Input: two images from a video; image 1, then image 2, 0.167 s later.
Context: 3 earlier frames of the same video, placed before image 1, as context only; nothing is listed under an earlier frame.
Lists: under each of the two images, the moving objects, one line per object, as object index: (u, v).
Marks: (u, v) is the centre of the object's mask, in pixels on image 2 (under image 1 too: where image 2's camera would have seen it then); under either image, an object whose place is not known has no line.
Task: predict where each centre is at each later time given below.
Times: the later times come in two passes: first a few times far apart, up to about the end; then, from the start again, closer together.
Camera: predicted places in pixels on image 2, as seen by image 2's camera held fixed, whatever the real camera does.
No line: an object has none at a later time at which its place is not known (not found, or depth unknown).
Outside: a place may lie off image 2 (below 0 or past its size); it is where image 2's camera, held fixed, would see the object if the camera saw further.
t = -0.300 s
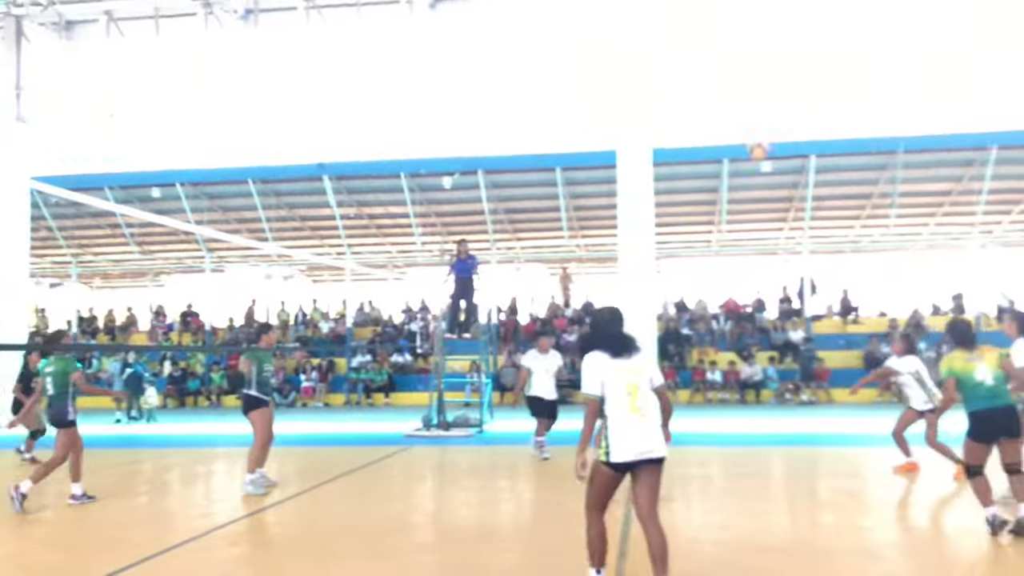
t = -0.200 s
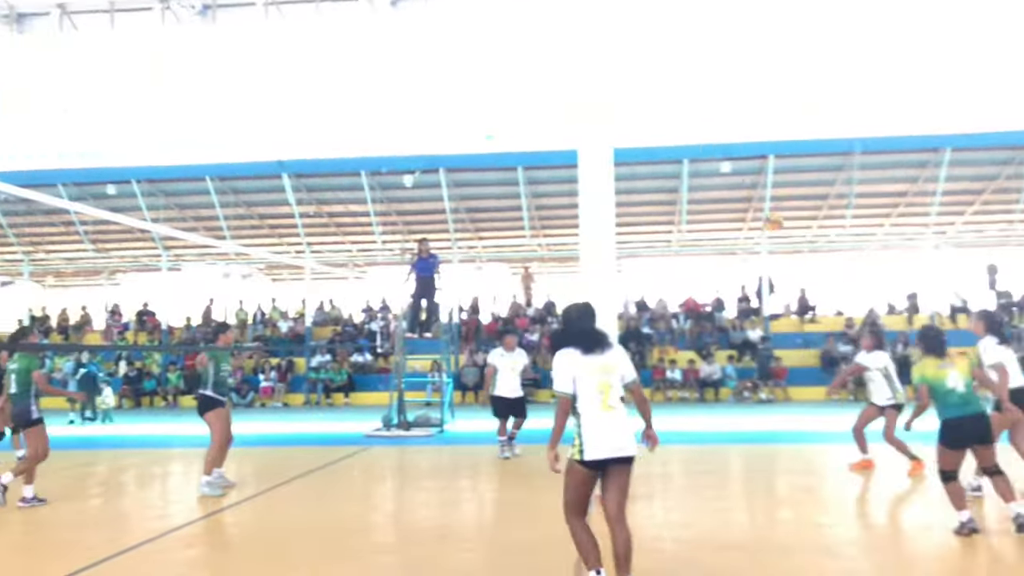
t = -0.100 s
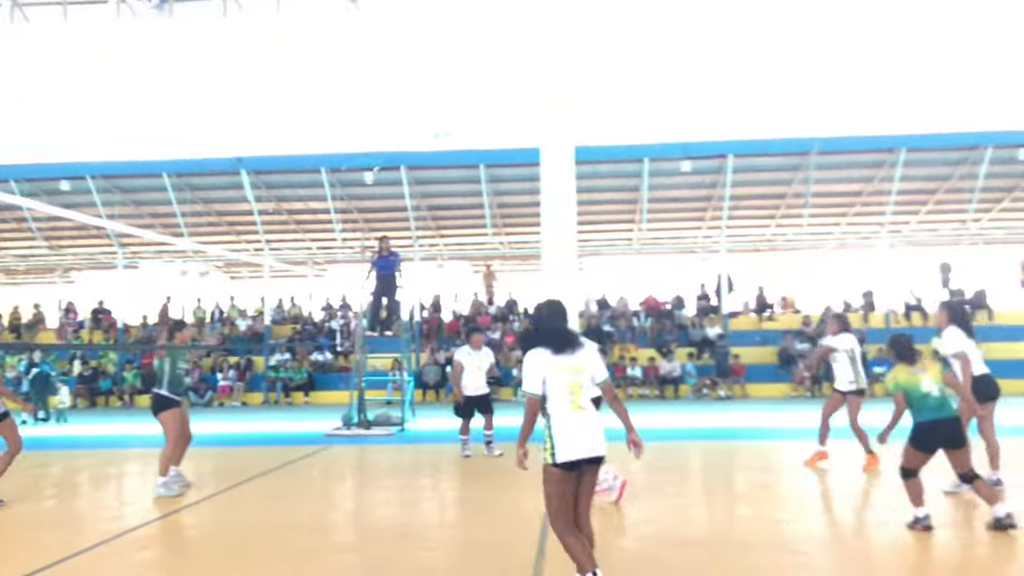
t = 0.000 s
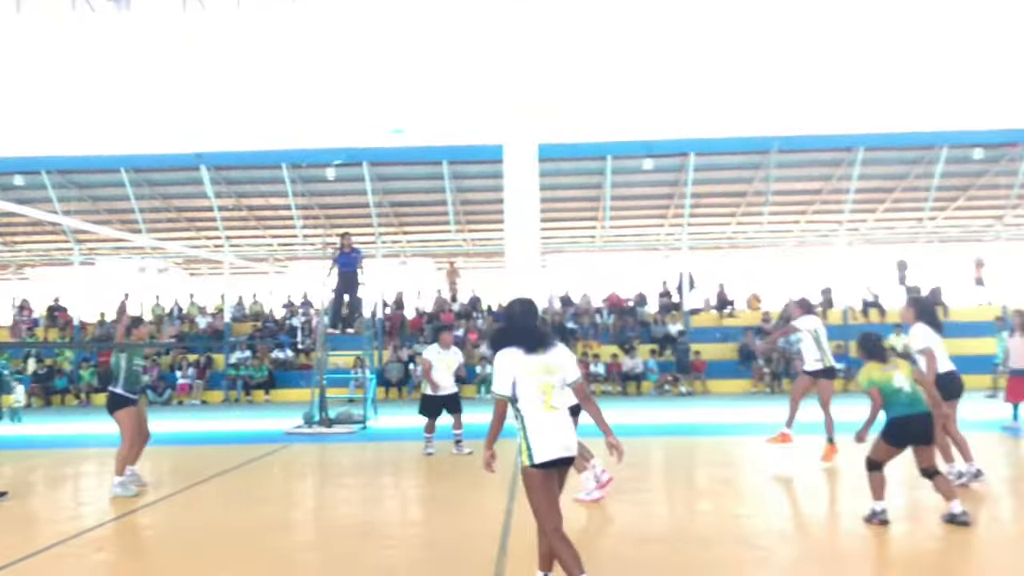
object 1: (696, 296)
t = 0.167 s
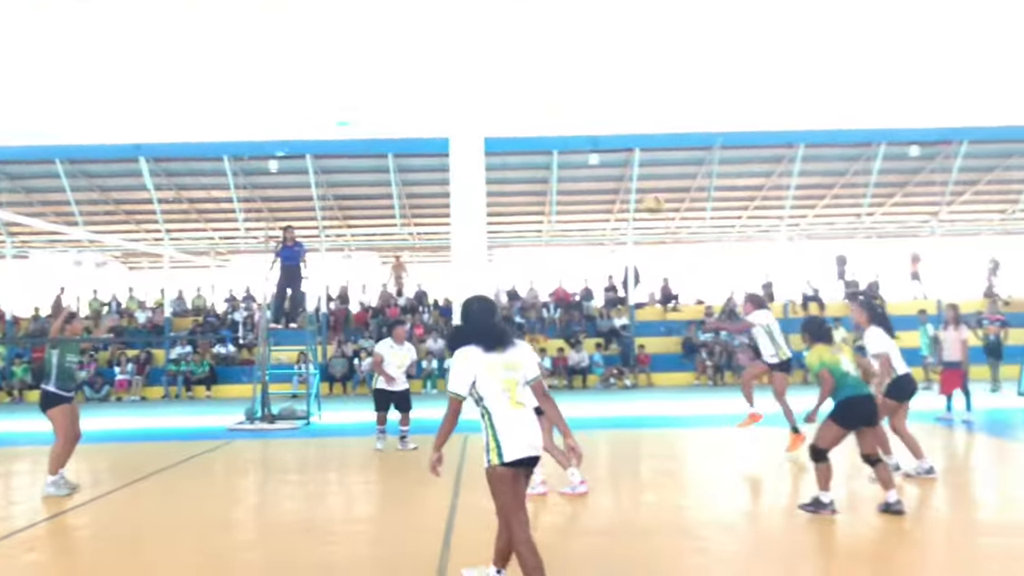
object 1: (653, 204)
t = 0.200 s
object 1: (646, 190)
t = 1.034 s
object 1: (441, 155)
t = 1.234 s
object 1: (397, 243)
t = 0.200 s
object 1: (646, 190)
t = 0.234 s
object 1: (637, 177)
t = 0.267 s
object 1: (627, 164)
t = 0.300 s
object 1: (620, 151)
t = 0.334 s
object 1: (611, 143)
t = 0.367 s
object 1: (604, 136)
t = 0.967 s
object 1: (458, 135)
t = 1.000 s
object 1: (449, 145)
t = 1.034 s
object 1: (441, 155)
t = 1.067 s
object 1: (436, 166)
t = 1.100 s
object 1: (428, 179)
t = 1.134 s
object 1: (419, 194)
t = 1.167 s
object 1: (412, 208)
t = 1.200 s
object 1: (405, 225)
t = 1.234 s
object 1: (397, 243)
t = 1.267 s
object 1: (391, 260)
